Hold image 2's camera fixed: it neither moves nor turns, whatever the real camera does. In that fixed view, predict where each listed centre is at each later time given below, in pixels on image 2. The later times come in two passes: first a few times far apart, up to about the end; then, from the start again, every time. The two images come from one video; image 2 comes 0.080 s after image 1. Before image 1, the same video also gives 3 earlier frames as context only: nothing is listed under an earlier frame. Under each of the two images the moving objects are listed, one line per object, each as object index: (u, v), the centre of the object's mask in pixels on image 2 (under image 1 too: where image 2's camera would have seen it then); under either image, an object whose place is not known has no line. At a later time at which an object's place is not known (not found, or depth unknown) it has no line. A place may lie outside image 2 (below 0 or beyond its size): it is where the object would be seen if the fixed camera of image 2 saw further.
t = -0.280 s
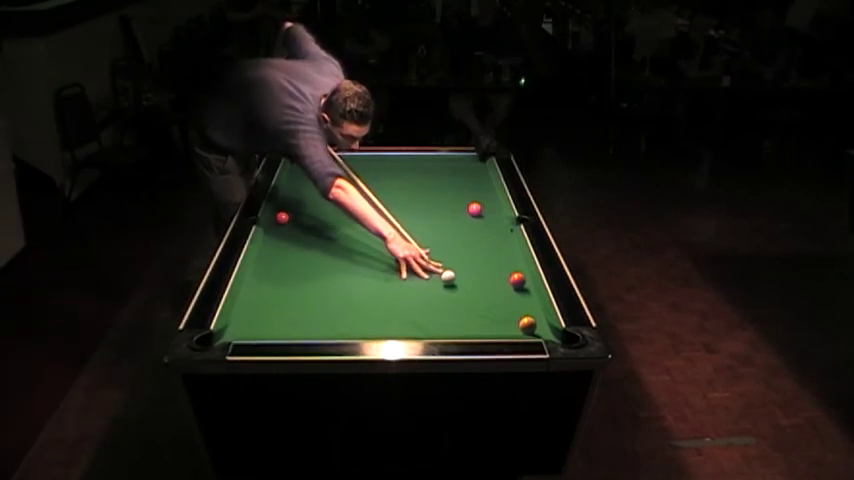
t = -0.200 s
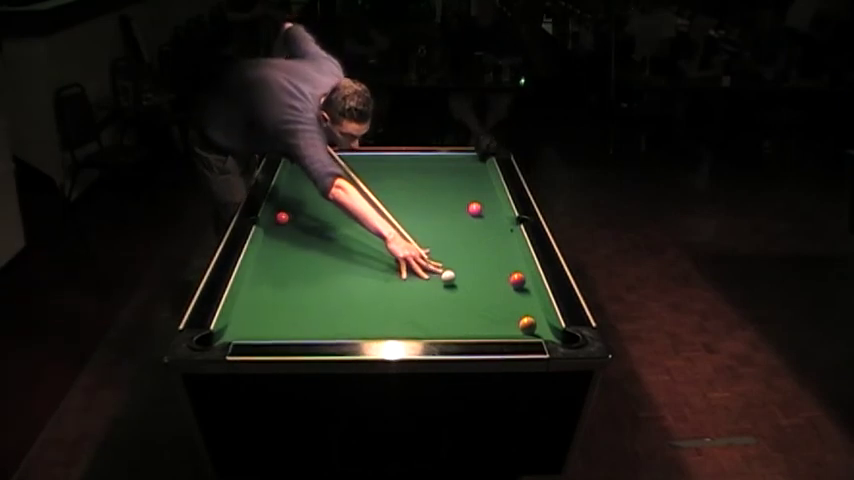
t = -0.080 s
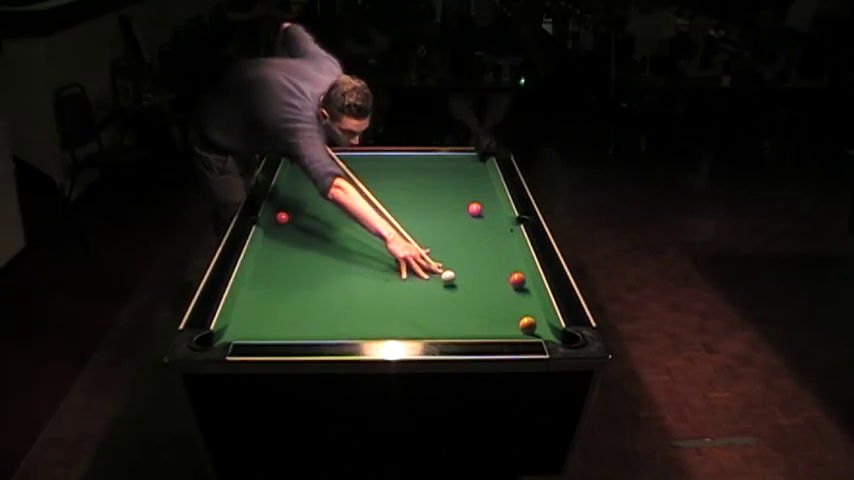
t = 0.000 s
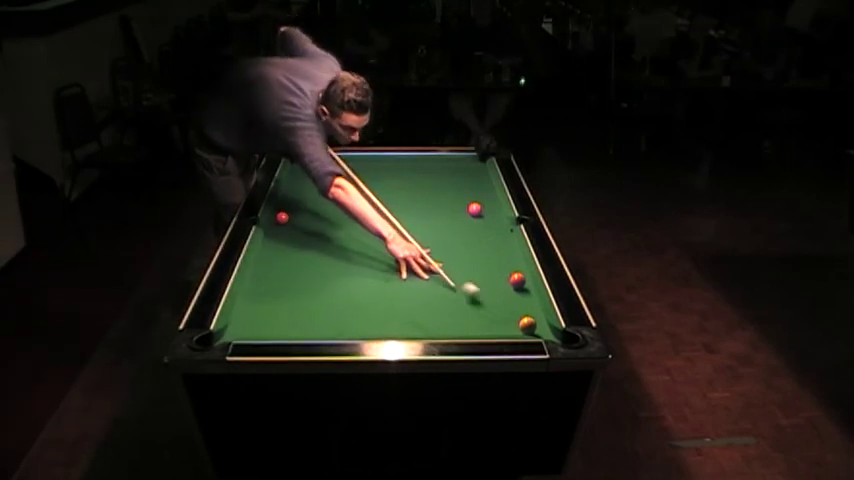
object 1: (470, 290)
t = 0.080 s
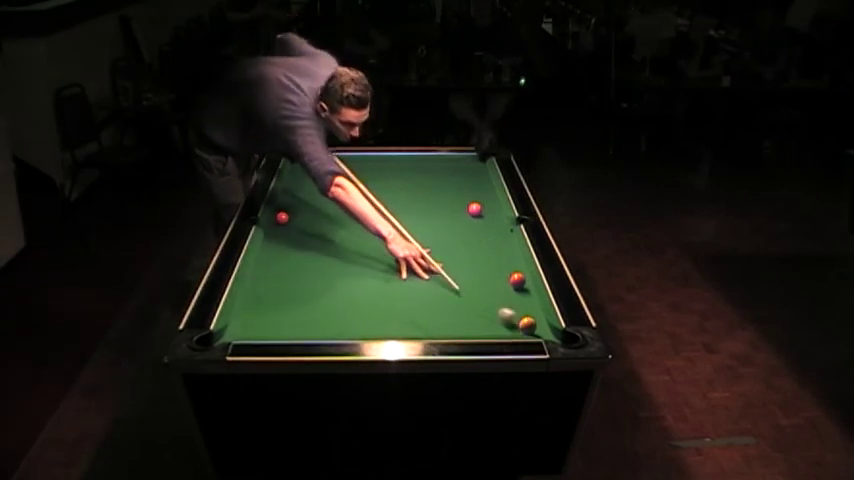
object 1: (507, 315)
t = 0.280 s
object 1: (491, 324)
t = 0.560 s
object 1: (459, 330)
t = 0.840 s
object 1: (428, 327)
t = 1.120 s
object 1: (401, 324)
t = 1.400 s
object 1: (376, 322)
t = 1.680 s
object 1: (353, 319)
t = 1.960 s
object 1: (334, 316)
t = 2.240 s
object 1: (318, 314)
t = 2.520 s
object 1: (304, 312)
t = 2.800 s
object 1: (292, 310)
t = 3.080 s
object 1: (283, 308)
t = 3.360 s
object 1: (277, 308)
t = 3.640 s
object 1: (273, 307)
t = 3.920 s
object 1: (271, 306)
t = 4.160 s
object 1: (271, 306)
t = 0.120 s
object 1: (510, 320)
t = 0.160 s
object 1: (505, 322)
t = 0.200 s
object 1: (501, 323)
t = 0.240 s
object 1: (496, 323)
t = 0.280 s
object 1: (491, 324)
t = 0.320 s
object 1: (487, 325)
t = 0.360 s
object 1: (482, 326)
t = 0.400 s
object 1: (477, 327)
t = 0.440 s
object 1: (473, 328)
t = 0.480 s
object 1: (468, 329)
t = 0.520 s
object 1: (464, 330)
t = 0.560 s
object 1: (459, 330)
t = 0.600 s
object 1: (455, 330)
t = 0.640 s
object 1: (450, 329)
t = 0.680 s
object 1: (445, 329)
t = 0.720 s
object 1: (441, 328)
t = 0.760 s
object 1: (437, 328)
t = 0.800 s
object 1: (433, 327)
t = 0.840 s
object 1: (428, 327)
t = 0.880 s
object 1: (424, 327)
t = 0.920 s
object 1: (420, 326)
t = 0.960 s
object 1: (416, 326)
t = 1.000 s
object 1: (412, 325)
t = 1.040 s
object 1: (408, 325)
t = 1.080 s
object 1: (405, 324)
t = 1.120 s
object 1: (401, 324)
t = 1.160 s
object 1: (397, 323)
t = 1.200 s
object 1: (393, 323)
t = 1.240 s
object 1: (390, 323)
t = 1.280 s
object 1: (386, 323)
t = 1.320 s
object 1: (383, 323)
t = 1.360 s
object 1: (379, 322)
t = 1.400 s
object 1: (376, 322)
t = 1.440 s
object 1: (372, 322)
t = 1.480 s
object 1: (369, 321)
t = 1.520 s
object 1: (366, 321)
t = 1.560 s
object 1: (363, 320)
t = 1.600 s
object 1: (360, 320)
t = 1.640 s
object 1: (356, 319)
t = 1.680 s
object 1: (353, 319)
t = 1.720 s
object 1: (350, 318)
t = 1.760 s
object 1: (347, 318)
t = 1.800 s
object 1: (345, 318)
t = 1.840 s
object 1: (342, 317)
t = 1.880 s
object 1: (339, 317)
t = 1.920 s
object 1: (337, 317)
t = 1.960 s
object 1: (334, 316)
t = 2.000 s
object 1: (331, 316)
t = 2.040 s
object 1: (329, 316)
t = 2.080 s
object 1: (327, 315)
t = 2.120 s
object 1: (324, 315)
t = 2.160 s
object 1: (322, 315)
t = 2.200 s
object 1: (320, 314)
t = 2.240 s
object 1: (318, 314)
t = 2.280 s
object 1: (316, 313)
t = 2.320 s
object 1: (313, 313)
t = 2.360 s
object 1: (311, 313)
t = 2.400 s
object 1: (309, 313)
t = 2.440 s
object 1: (308, 313)
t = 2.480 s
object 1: (306, 312)
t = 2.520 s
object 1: (304, 312)
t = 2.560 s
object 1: (302, 312)
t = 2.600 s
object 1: (300, 311)
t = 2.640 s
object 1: (299, 311)
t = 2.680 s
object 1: (297, 310)
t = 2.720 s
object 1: (295, 310)
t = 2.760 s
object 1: (294, 310)
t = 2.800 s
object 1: (292, 310)
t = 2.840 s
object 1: (291, 309)
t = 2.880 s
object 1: (290, 309)
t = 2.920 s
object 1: (288, 309)
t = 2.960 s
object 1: (287, 309)
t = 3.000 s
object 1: (286, 309)
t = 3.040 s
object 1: (285, 309)
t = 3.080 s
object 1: (283, 308)
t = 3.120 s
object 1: (282, 308)
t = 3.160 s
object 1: (281, 308)
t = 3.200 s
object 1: (280, 308)
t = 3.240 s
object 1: (279, 308)
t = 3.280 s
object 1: (279, 308)
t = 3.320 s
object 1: (278, 308)
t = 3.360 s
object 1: (277, 308)
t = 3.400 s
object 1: (276, 307)
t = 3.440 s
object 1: (276, 307)
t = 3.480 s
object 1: (275, 307)
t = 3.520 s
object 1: (274, 307)
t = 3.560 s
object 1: (274, 307)
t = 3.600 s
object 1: (273, 307)
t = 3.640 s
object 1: (273, 307)
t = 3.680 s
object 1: (272, 307)
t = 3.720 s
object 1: (272, 307)
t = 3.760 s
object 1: (272, 307)
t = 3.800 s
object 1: (272, 306)
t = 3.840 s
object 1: (271, 306)
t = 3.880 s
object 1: (271, 306)
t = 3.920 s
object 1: (271, 306)
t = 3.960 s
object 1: (271, 306)
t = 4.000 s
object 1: (271, 306)
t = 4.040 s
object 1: (271, 306)
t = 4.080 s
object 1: (271, 306)
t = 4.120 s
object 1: (271, 306)
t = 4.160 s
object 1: (271, 306)
